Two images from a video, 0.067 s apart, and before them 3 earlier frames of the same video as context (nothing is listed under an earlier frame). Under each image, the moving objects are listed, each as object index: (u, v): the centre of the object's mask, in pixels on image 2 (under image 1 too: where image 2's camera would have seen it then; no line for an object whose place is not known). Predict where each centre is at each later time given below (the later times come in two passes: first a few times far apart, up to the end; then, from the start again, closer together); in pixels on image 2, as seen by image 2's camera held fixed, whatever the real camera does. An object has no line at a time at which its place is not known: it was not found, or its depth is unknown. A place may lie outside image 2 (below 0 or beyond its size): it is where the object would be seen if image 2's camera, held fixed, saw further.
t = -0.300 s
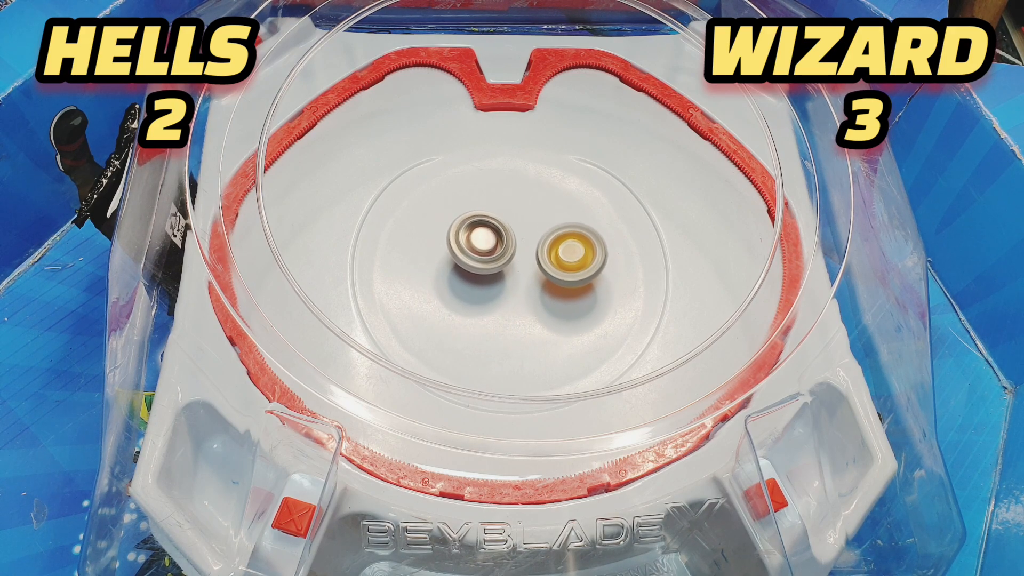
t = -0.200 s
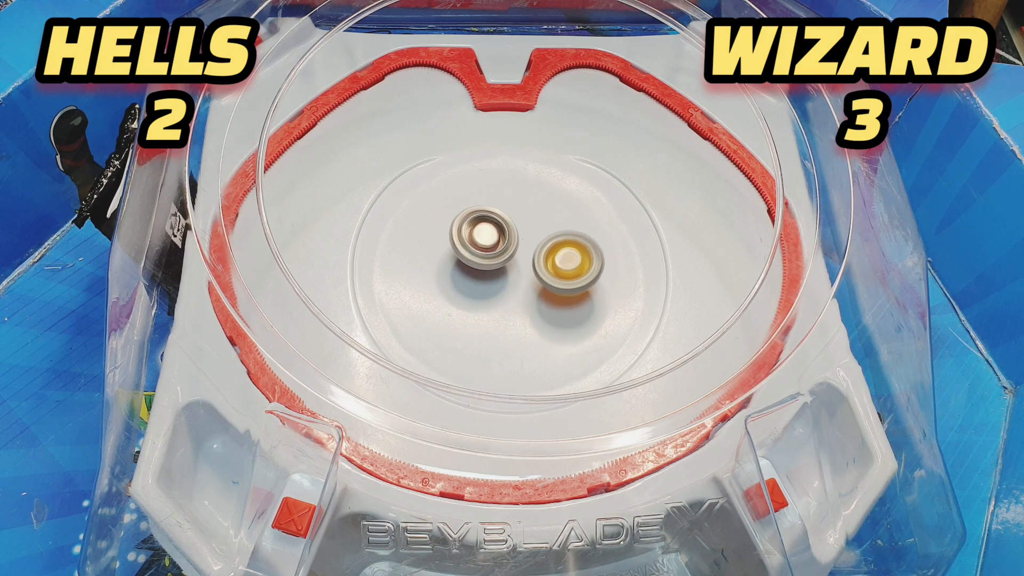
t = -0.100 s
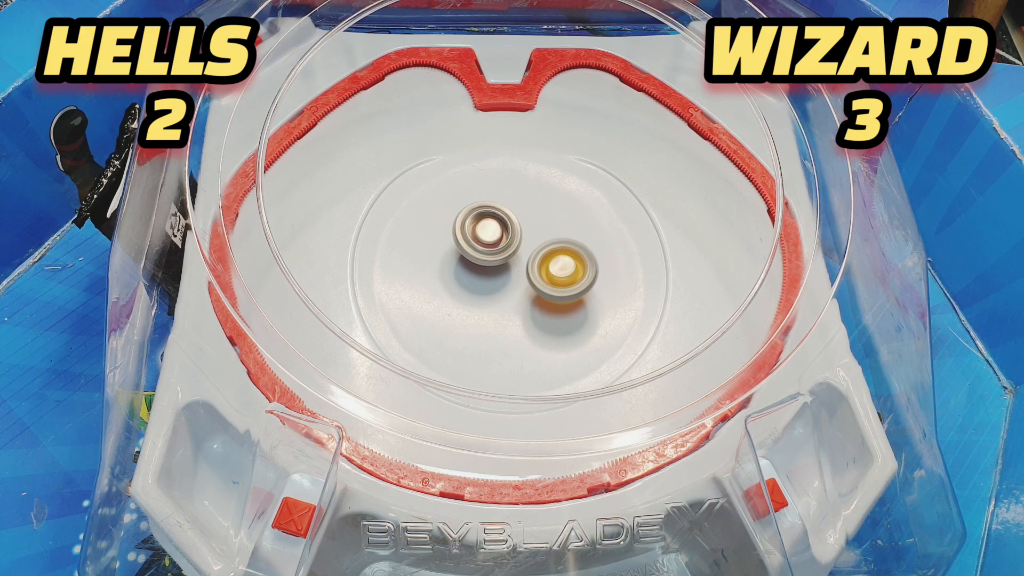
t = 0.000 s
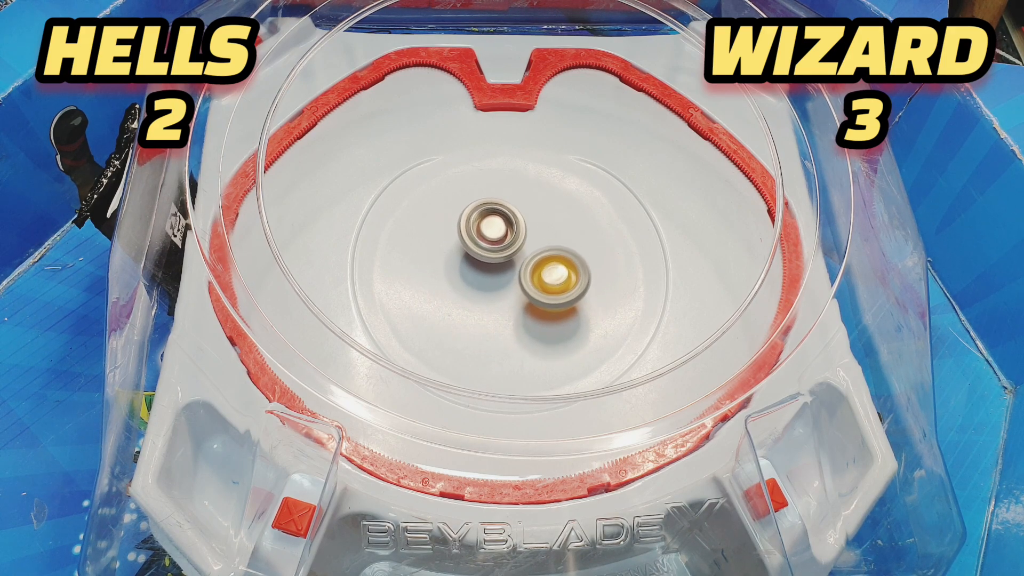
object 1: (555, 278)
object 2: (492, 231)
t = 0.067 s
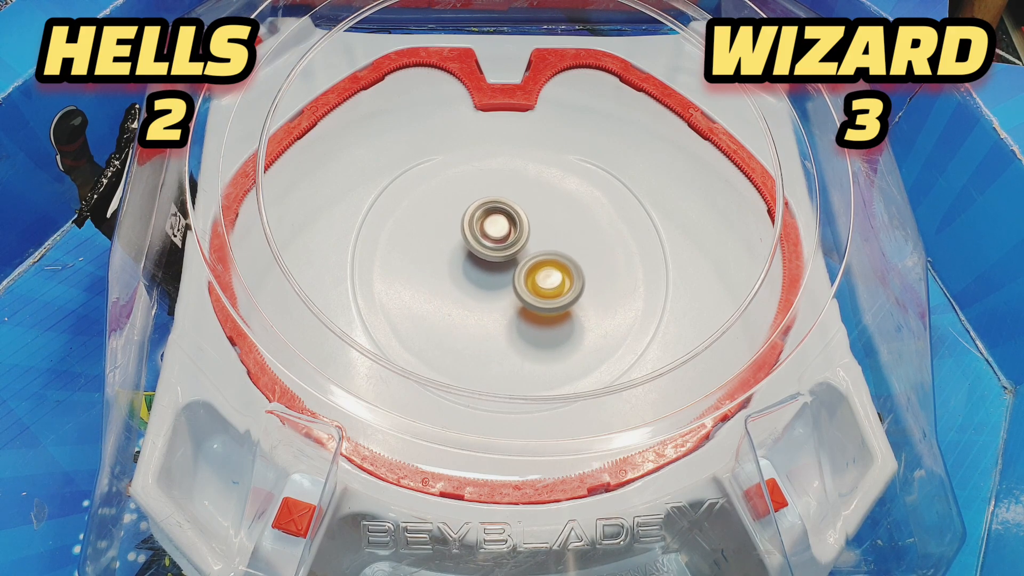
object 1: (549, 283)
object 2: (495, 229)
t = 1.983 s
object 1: (508, 208)
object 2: (505, 277)
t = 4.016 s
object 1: (495, 297)
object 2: (533, 243)
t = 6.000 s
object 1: (491, 184)
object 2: (546, 276)
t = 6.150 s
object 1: (514, 198)
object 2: (543, 278)
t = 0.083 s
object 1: (547, 284)
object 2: (496, 229)
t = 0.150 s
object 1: (541, 288)
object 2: (500, 228)
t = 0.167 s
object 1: (539, 289)
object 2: (501, 228)
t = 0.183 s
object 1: (538, 290)
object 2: (502, 227)
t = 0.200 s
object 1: (536, 290)
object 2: (503, 227)
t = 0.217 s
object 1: (535, 291)
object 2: (504, 227)
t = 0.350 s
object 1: (522, 294)
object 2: (513, 226)
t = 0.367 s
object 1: (520, 294)
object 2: (514, 226)
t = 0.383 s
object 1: (518, 295)
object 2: (515, 226)
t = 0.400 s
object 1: (517, 295)
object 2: (516, 226)
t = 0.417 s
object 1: (515, 295)
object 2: (517, 226)
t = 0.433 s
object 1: (514, 295)
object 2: (518, 227)
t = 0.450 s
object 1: (512, 295)
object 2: (519, 227)
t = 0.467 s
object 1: (510, 295)
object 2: (520, 227)
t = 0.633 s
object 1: (494, 292)
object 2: (529, 230)
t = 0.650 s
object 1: (492, 291)
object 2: (530, 231)
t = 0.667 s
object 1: (491, 291)
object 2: (531, 231)
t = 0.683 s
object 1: (489, 290)
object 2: (531, 232)
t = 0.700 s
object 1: (488, 289)
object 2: (532, 233)
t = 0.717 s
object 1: (486, 288)
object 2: (533, 233)
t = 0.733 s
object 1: (485, 287)
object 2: (534, 234)
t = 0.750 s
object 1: (484, 287)
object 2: (535, 235)
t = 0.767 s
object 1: (482, 286)
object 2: (536, 235)
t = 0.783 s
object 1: (481, 285)
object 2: (536, 236)
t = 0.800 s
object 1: (480, 284)
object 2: (537, 237)
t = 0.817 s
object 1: (479, 283)
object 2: (538, 237)
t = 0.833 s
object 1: (478, 282)
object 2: (538, 238)
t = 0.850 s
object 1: (476, 281)
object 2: (539, 239)
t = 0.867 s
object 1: (476, 280)
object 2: (540, 240)
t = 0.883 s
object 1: (475, 278)
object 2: (540, 240)
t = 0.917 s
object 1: (473, 276)
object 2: (541, 242)
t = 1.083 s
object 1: (467, 262)
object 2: (543, 251)
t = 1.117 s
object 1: (466, 259)
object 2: (544, 253)
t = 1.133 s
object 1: (466, 258)
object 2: (544, 254)
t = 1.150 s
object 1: (465, 256)
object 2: (544, 254)
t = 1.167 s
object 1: (465, 255)
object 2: (543, 255)
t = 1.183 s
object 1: (465, 253)
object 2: (543, 256)
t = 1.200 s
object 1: (465, 252)
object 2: (543, 257)
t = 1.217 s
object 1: (465, 250)
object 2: (543, 258)
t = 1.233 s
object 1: (464, 249)
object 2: (543, 259)
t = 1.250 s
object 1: (464, 247)
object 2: (542, 260)
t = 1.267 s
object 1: (465, 246)
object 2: (542, 260)
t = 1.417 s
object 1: (468, 233)
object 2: (538, 267)
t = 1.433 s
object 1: (468, 232)
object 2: (537, 268)
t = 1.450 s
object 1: (469, 231)
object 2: (536, 269)
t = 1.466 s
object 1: (470, 230)
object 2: (536, 269)
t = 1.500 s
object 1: (471, 227)
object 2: (534, 271)
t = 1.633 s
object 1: (479, 219)
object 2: (527, 276)
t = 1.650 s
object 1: (480, 218)
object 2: (526, 276)
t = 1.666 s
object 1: (482, 217)
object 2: (525, 277)
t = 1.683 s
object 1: (483, 216)
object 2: (524, 277)
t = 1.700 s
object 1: (484, 215)
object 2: (523, 277)
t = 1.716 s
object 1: (486, 215)
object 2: (522, 277)
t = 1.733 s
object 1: (487, 214)
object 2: (521, 278)
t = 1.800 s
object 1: (492, 212)
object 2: (517, 278)
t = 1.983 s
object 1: (508, 208)
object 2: (505, 277)
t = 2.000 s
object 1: (509, 208)
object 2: (504, 277)
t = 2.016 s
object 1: (510, 208)
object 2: (503, 277)
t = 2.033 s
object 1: (512, 209)
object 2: (502, 277)
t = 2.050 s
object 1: (513, 209)
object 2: (501, 276)
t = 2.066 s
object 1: (514, 209)
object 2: (500, 276)
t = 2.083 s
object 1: (516, 210)
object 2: (499, 275)
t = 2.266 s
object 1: (533, 217)
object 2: (490, 269)
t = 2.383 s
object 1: (545, 223)
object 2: (486, 264)
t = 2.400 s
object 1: (547, 224)
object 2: (486, 264)
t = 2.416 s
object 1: (548, 224)
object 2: (485, 263)
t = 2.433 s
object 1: (549, 225)
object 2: (485, 262)
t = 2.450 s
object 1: (551, 226)
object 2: (485, 261)
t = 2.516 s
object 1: (556, 229)
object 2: (484, 258)
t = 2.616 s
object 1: (561, 235)
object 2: (484, 253)
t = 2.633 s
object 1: (562, 236)
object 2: (484, 252)
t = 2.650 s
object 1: (563, 237)
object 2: (484, 251)
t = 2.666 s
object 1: (563, 238)
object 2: (484, 250)
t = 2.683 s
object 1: (564, 239)
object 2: (484, 249)
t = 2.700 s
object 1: (564, 240)
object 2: (484, 249)
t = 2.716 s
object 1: (564, 241)
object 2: (485, 248)
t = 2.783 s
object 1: (565, 246)
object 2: (486, 245)
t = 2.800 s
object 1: (565, 247)
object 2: (486, 244)
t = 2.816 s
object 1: (565, 248)
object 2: (487, 243)
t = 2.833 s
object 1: (564, 249)
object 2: (487, 243)
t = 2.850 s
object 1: (564, 250)
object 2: (488, 242)
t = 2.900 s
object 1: (562, 254)
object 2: (490, 240)
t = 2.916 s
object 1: (562, 255)
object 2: (491, 239)
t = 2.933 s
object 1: (561, 257)
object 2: (491, 238)
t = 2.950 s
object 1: (560, 258)
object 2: (492, 238)
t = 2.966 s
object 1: (559, 259)
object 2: (492, 237)
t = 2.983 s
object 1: (560, 262)
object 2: (491, 236)
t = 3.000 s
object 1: (561, 264)
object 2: (490, 234)
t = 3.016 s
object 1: (562, 266)
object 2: (490, 232)
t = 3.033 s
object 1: (563, 267)
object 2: (490, 231)
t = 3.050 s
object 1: (563, 269)
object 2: (490, 230)
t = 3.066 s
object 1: (564, 270)
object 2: (491, 229)
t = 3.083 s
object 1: (564, 272)
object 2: (491, 228)
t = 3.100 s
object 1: (564, 273)
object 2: (492, 227)
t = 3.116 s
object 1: (564, 274)
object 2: (493, 227)
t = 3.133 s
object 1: (565, 275)
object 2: (493, 226)
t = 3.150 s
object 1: (565, 276)
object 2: (494, 226)
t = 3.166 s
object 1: (565, 277)
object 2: (495, 226)
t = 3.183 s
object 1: (565, 278)
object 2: (496, 226)
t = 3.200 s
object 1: (565, 279)
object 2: (497, 226)
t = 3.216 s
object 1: (564, 280)
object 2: (498, 226)
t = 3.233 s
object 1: (564, 281)
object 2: (499, 226)
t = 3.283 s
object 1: (562, 284)
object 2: (502, 226)
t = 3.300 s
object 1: (562, 284)
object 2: (503, 226)
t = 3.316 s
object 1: (561, 285)
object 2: (504, 226)
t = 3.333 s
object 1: (560, 285)
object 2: (505, 226)
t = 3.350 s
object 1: (559, 286)
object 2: (506, 226)
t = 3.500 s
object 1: (545, 289)
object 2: (516, 228)
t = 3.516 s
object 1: (543, 288)
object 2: (517, 229)
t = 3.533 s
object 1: (541, 288)
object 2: (518, 229)
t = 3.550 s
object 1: (539, 288)
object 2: (519, 229)
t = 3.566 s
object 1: (537, 289)
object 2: (520, 229)
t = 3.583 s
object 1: (535, 292)
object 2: (520, 228)
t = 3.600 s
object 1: (533, 294)
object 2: (521, 227)
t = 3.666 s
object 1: (527, 297)
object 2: (524, 225)
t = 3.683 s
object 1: (525, 298)
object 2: (524, 225)
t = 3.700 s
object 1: (524, 299)
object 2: (525, 225)
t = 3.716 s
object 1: (522, 299)
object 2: (526, 226)
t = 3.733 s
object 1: (521, 300)
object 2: (526, 226)
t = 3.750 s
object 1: (519, 300)
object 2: (527, 227)
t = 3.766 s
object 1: (518, 301)
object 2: (528, 228)
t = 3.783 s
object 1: (516, 301)
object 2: (528, 229)
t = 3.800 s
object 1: (515, 301)
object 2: (529, 230)
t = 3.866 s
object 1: (509, 301)
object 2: (531, 234)
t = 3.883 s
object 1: (507, 301)
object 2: (531, 235)
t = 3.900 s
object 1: (506, 301)
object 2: (531, 236)
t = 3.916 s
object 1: (504, 300)
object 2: (532, 237)
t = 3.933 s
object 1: (503, 300)
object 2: (532, 238)
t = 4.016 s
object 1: (495, 297)
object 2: (533, 243)
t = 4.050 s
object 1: (493, 295)
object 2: (534, 245)
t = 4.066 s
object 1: (491, 294)
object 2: (534, 246)
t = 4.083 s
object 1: (490, 293)
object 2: (534, 247)
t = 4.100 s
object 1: (487, 293)
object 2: (535, 247)
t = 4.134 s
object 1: (482, 292)
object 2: (539, 247)
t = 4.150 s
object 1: (479, 292)
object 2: (540, 248)
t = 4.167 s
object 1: (478, 292)
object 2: (542, 248)
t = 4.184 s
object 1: (476, 291)
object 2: (543, 249)
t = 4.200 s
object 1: (475, 291)
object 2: (543, 249)
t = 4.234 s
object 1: (472, 290)
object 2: (543, 251)
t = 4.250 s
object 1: (470, 289)
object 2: (543, 251)
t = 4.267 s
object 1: (469, 288)
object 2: (543, 252)
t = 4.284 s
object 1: (468, 287)
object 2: (542, 253)
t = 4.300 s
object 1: (467, 287)
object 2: (542, 254)
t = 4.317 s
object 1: (466, 285)
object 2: (541, 255)
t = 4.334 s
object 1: (465, 284)
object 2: (540, 255)
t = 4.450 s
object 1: (460, 276)
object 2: (532, 260)
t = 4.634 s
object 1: (447, 261)
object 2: (534, 268)
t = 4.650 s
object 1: (447, 260)
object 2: (533, 269)
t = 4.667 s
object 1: (446, 259)
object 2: (533, 270)
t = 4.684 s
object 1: (446, 258)
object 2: (532, 270)
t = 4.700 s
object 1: (446, 257)
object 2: (531, 271)
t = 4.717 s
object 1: (446, 255)
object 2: (530, 271)
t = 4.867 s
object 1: (451, 243)
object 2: (522, 272)
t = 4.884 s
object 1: (452, 242)
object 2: (521, 272)
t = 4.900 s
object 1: (453, 241)
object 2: (520, 272)
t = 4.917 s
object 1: (451, 238)
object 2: (523, 274)
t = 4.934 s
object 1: (447, 232)
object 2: (527, 276)
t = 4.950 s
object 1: (444, 228)
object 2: (530, 279)
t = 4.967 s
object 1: (443, 225)
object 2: (533, 280)
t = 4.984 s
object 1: (442, 223)
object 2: (534, 282)
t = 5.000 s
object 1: (441, 220)
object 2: (535, 282)
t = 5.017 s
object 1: (440, 219)
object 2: (536, 282)
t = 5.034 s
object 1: (440, 217)
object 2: (536, 282)
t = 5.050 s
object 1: (439, 215)
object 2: (535, 282)
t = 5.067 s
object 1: (439, 214)
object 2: (535, 282)
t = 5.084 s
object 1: (439, 212)
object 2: (534, 281)
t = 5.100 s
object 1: (438, 211)
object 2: (533, 281)
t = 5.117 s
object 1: (438, 210)
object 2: (532, 280)
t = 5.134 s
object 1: (438, 209)
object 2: (531, 279)
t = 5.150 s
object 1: (439, 208)
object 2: (531, 278)
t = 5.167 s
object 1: (439, 207)
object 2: (530, 277)
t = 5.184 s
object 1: (440, 206)
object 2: (529, 276)
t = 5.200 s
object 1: (440, 205)
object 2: (528, 275)
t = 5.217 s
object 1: (441, 204)
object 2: (527, 274)
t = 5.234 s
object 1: (442, 204)
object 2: (526, 273)
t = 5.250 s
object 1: (443, 203)
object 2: (525, 271)
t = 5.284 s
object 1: (446, 203)
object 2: (523, 269)
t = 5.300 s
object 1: (447, 203)
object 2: (522, 268)
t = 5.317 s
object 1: (449, 202)
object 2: (521, 268)
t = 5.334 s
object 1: (451, 202)
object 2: (520, 267)
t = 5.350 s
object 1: (453, 202)
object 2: (519, 266)
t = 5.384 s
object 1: (458, 203)
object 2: (517, 264)
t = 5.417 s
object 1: (462, 203)
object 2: (516, 262)
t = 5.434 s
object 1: (465, 203)
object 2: (515, 261)
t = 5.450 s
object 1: (468, 204)
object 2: (514, 260)
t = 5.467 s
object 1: (470, 204)
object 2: (514, 260)
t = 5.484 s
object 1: (471, 200)
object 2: (516, 265)
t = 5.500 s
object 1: (468, 190)
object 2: (522, 274)
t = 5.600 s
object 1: (464, 161)
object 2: (540, 305)
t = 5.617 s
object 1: (464, 160)
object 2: (542, 306)
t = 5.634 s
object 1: (464, 159)
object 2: (543, 307)
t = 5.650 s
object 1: (464, 158)
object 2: (545, 306)
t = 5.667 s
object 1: (464, 157)
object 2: (546, 306)
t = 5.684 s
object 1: (463, 156)
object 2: (547, 305)
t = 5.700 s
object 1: (463, 156)
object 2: (547, 303)
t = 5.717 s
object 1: (463, 156)
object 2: (548, 302)
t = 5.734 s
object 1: (463, 156)
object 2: (548, 300)
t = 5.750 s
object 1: (463, 156)
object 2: (549, 298)
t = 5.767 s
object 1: (464, 157)
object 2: (549, 296)
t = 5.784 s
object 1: (464, 158)
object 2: (549, 295)
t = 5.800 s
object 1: (465, 159)
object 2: (549, 293)
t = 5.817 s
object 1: (467, 161)
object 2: (549, 291)
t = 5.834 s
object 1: (468, 162)
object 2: (549, 290)
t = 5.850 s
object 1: (470, 164)
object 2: (549, 288)
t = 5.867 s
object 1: (472, 166)
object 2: (549, 287)
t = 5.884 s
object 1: (474, 168)
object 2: (549, 285)
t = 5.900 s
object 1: (476, 170)
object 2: (548, 284)
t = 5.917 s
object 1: (478, 172)
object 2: (548, 282)
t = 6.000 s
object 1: (491, 184)
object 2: (546, 276)
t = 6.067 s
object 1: (501, 194)
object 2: (543, 272)
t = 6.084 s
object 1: (504, 197)
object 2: (542, 271)
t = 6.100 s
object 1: (507, 200)
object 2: (542, 269)
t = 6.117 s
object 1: (510, 203)
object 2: (541, 268)
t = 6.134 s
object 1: (513, 205)
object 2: (540, 268)
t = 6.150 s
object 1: (514, 198)
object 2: (543, 278)
